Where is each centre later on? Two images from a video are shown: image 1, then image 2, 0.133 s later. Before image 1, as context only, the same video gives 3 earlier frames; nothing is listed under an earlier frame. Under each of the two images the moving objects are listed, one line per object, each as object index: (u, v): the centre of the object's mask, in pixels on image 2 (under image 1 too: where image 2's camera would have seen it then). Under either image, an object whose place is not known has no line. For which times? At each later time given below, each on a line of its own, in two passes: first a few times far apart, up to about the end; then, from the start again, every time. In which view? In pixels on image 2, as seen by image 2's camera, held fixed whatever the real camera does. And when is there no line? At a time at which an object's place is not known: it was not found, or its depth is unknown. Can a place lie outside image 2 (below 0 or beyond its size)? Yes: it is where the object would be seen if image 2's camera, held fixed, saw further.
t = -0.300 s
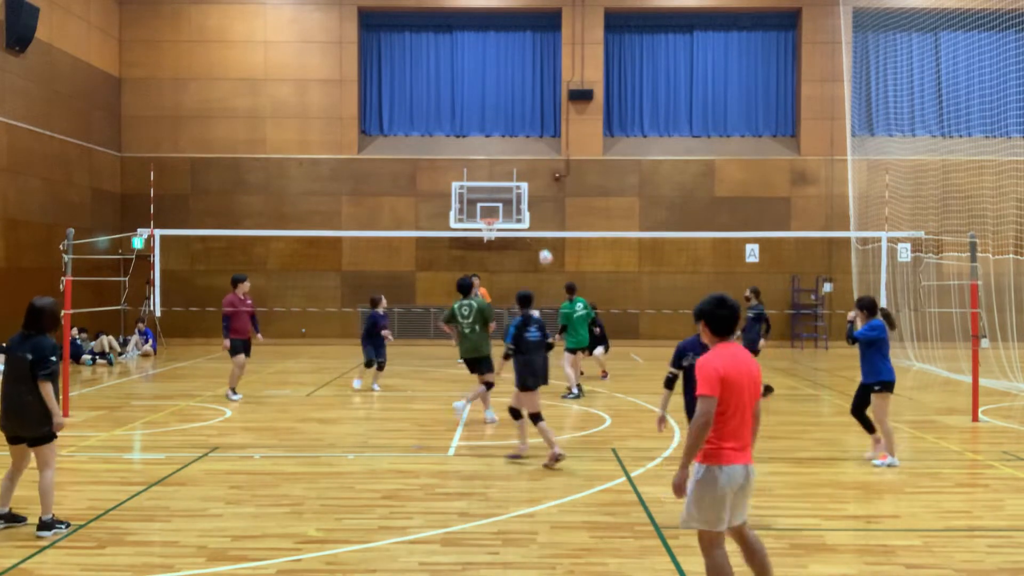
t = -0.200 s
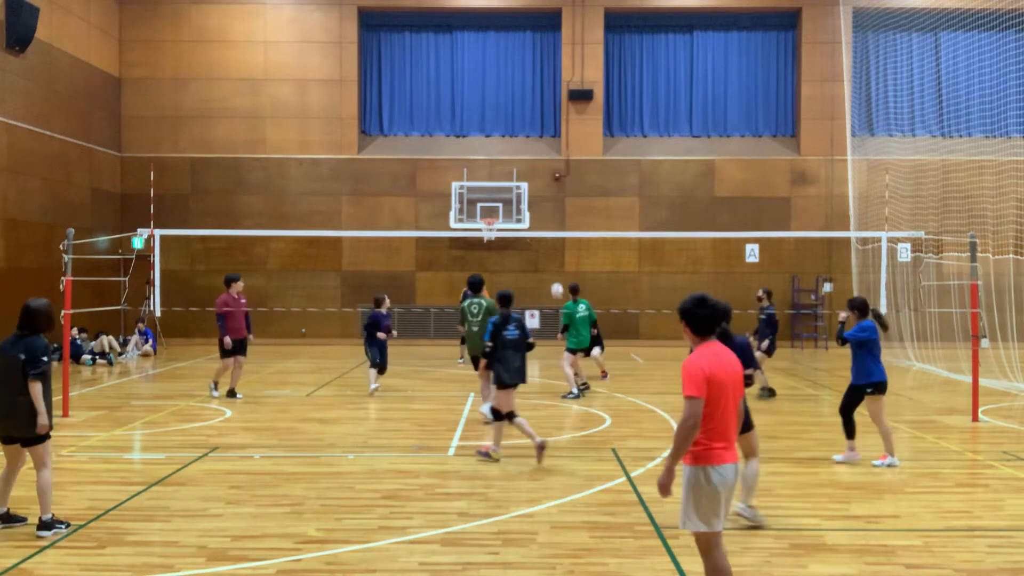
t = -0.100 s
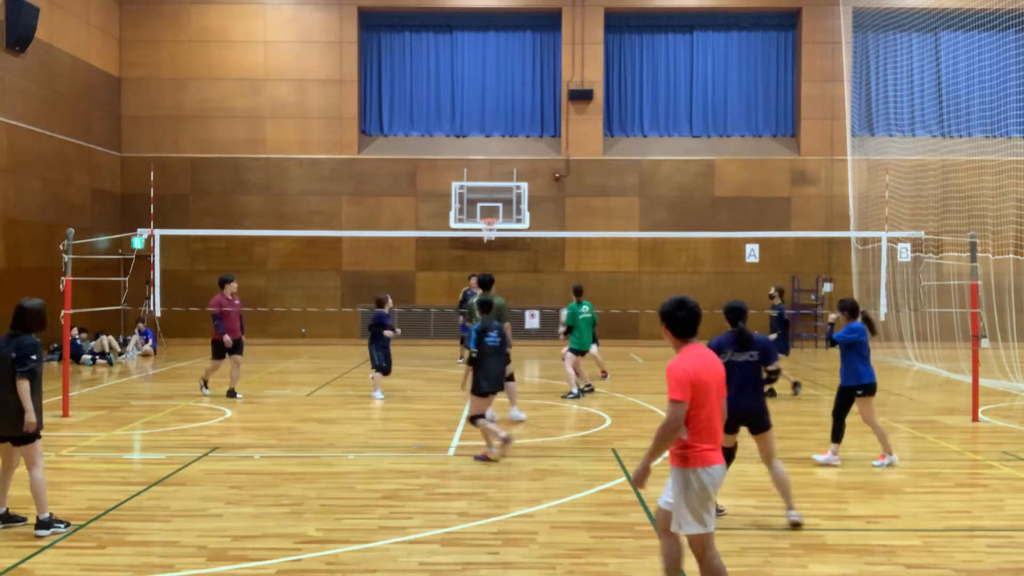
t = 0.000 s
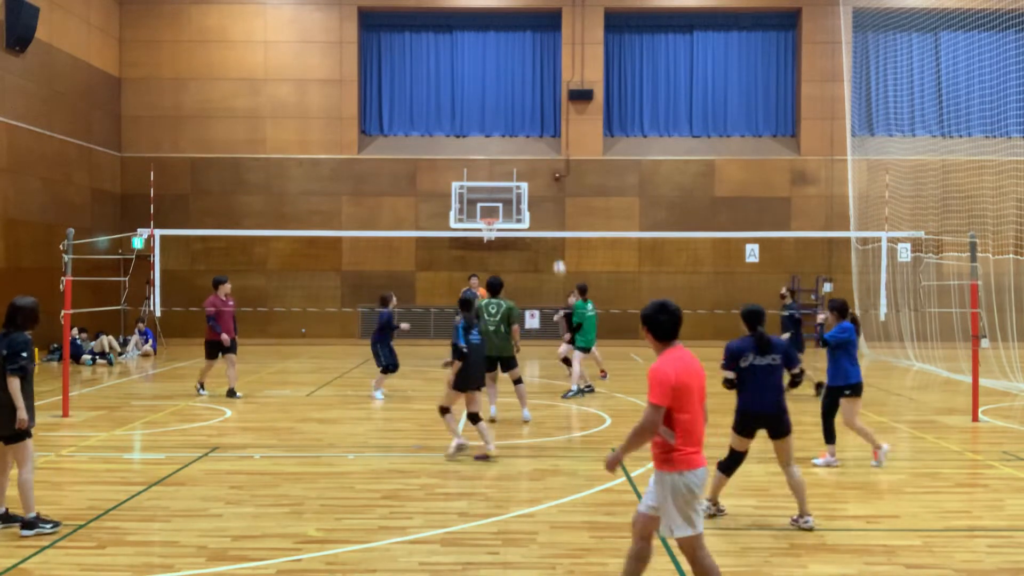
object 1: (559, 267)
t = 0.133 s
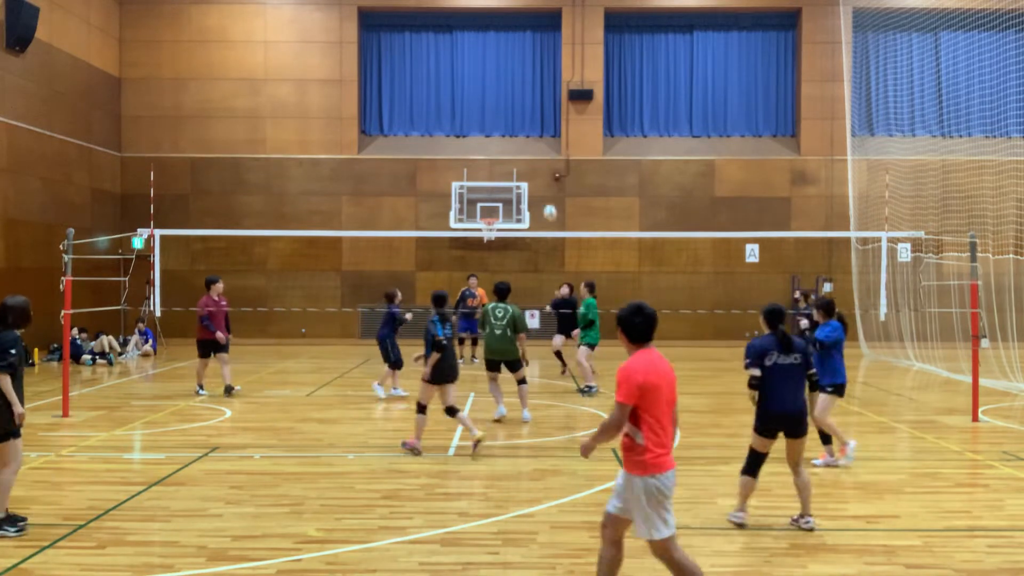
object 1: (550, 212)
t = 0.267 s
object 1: (540, 168)
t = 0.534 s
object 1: (523, 110)
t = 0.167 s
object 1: (548, 200)
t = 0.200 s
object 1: (545, 189)
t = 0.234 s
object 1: (543, 178)
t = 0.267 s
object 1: (540, 168)
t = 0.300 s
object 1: (538, 158)
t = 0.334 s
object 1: (536, 149)
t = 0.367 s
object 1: (534, 141)
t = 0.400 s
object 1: (532, 133)
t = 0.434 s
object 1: (530, 127)
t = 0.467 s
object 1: (527, 121)
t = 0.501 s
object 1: (525, 115)
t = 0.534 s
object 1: (523, 110)
